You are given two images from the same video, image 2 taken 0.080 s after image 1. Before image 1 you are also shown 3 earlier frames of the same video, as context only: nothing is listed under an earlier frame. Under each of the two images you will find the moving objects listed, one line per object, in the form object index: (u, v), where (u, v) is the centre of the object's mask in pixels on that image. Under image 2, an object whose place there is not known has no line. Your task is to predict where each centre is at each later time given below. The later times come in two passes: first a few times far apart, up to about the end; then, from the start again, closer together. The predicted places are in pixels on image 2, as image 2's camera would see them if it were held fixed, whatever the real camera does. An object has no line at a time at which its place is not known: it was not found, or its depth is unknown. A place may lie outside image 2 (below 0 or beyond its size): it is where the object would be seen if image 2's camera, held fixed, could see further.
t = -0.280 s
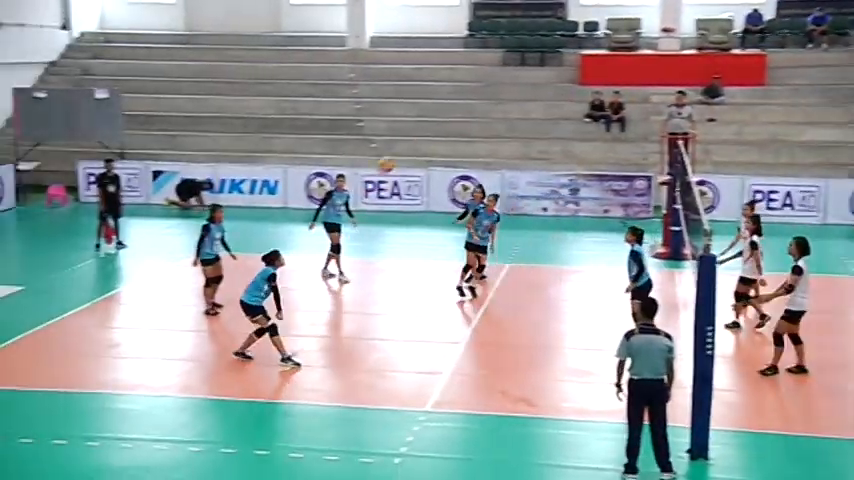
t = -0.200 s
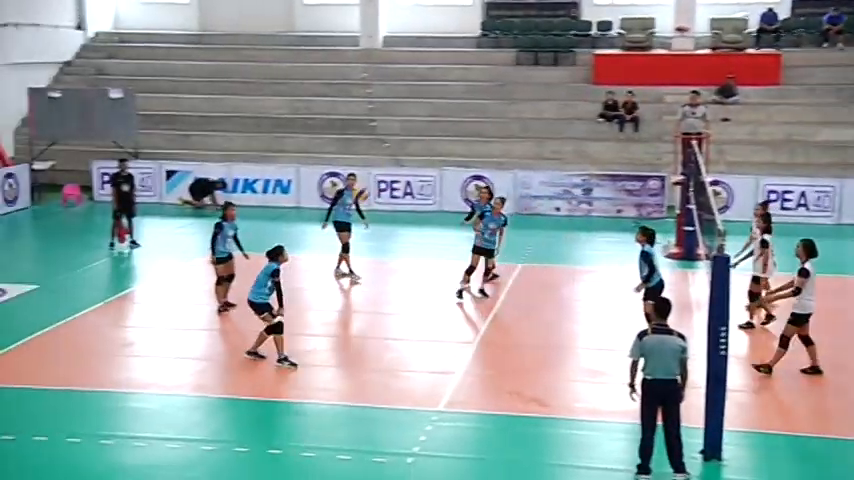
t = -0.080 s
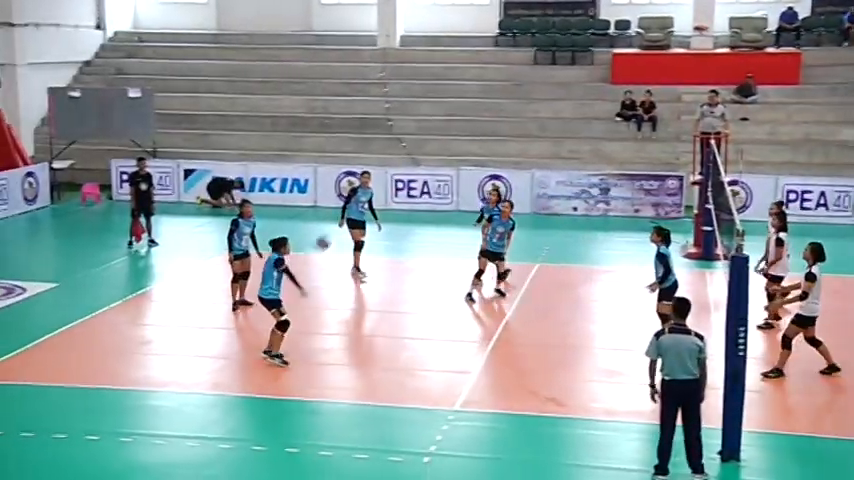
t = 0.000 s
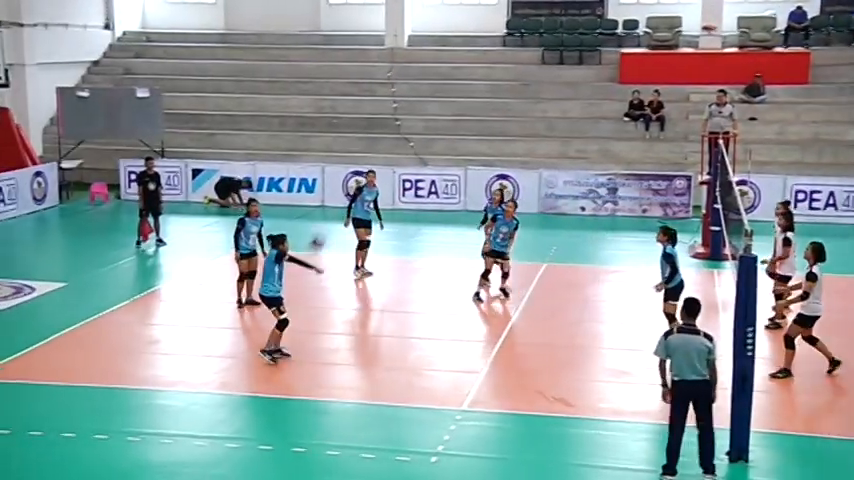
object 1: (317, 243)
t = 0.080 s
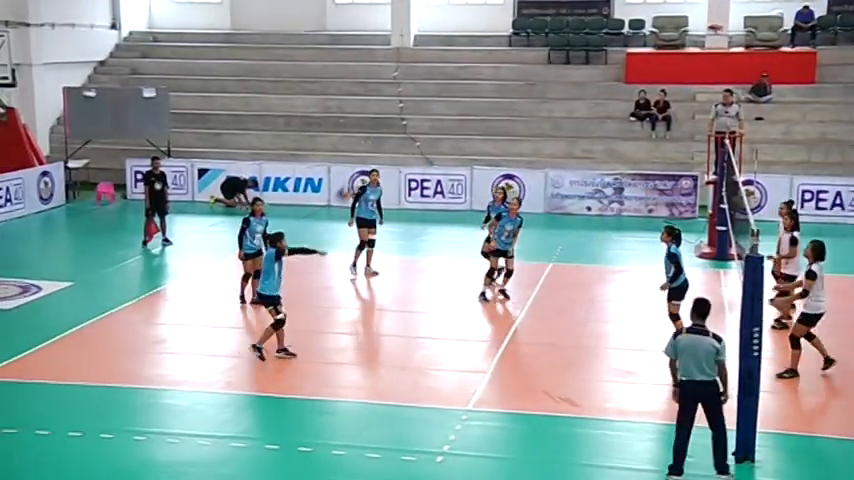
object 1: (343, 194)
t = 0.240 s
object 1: (386, 112)
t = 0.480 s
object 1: (446, 35)
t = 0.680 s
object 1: (497, 6)
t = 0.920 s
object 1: (554, 12)
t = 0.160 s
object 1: (365, 149)
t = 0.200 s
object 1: (376, 129)
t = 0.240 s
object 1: (386, 112)
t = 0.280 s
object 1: (396, 96)
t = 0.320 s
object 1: (406, 81)
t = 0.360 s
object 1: (416, 67)
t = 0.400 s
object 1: (425, 56)
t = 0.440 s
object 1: (438, 43)
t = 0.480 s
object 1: (446, 35)
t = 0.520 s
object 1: (457, 26)
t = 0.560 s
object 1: (467, 19)
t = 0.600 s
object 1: (477, 14)
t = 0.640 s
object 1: (487, 9)
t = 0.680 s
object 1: (497, 6)
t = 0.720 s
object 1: (507, 5)
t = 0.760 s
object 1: (517, 5)
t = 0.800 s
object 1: (527, 5)
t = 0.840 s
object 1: (535, 6)
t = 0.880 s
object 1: (545, 8)
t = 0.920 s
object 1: (554, 12)
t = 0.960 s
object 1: (563, 18)
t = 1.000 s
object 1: (572, 24)
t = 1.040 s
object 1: (581, 32)
